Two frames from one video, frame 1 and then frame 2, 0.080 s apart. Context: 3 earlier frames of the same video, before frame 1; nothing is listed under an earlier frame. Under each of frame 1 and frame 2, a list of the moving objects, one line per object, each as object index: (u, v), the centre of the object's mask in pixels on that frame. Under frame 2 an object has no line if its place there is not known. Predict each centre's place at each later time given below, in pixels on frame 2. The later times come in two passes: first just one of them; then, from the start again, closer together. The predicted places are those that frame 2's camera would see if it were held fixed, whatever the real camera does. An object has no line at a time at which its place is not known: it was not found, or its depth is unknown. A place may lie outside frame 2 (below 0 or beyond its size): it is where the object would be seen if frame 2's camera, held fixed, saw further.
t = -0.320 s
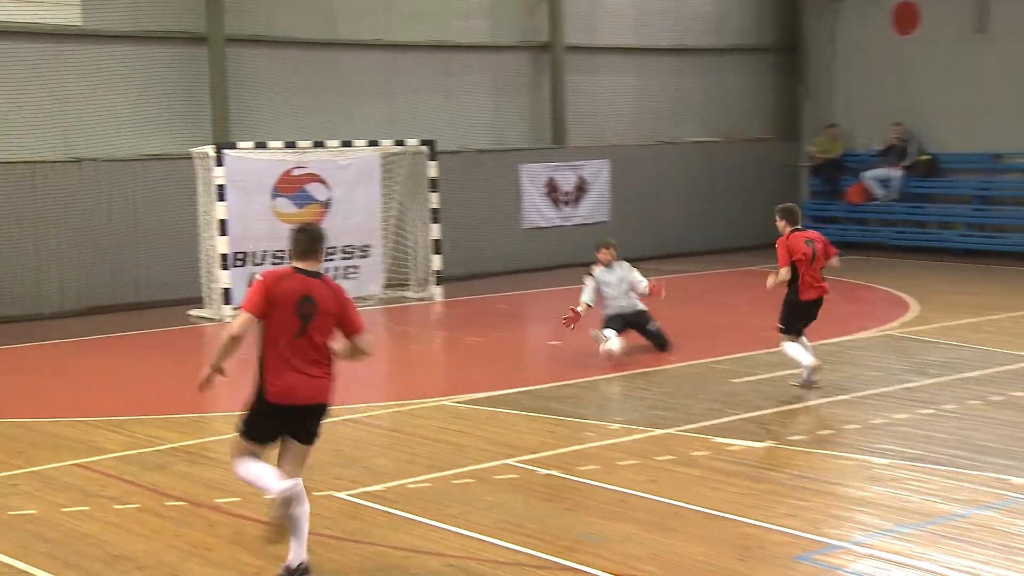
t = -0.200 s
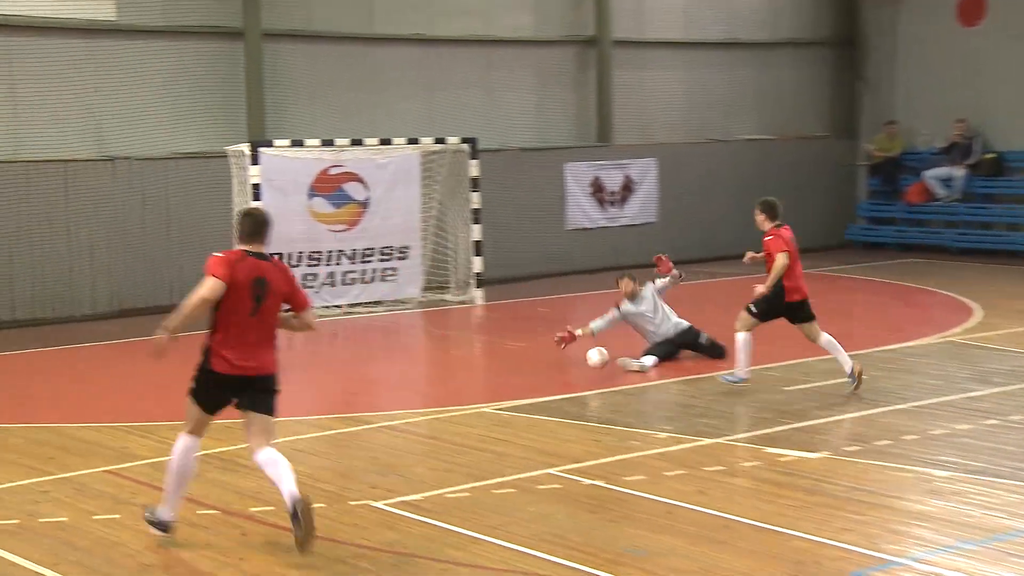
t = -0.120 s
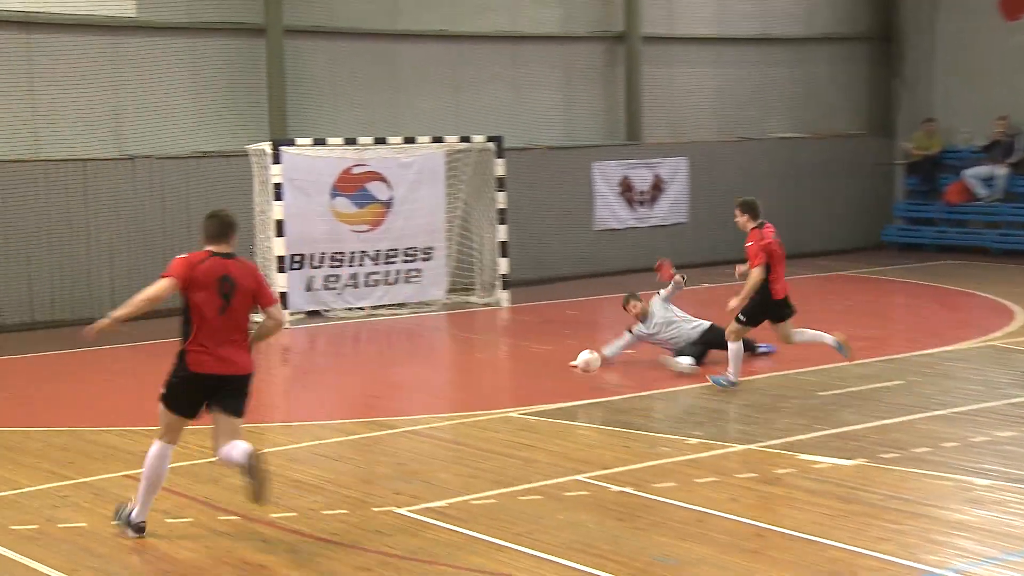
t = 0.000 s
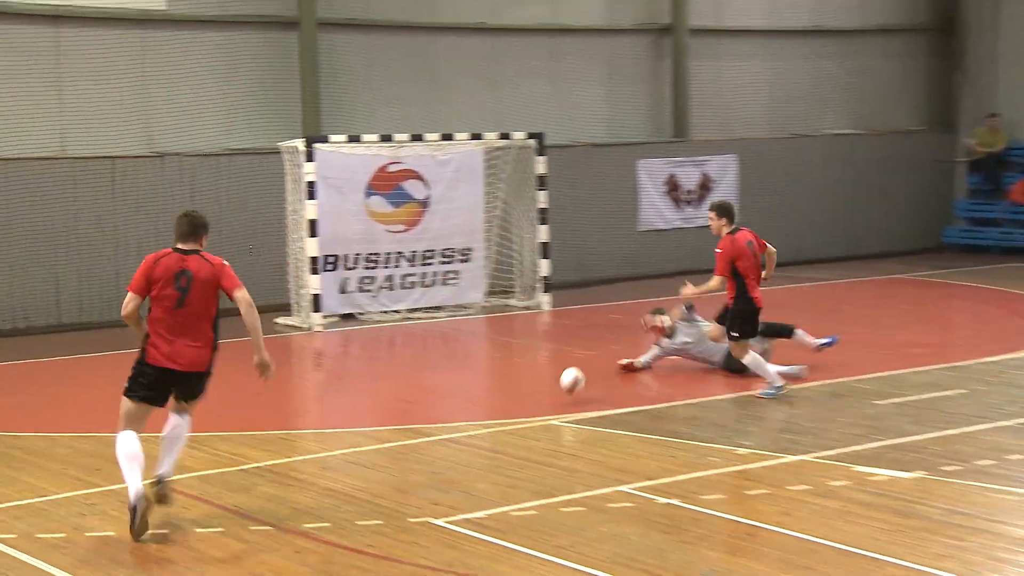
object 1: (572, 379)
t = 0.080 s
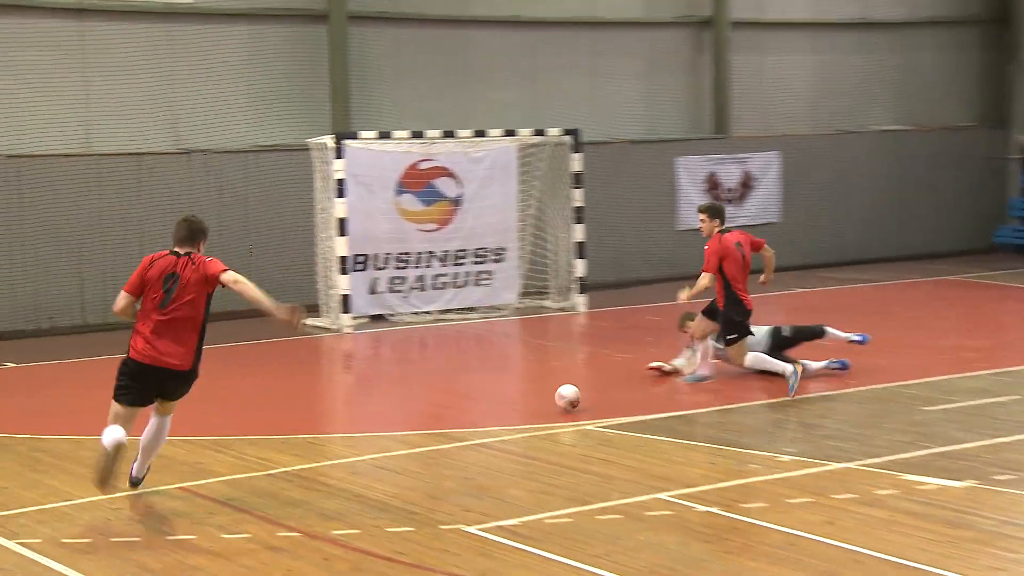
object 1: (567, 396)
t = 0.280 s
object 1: (482, 407)
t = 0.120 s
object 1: (551, 396)
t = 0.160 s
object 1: (534, 396)
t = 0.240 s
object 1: (500, 403)
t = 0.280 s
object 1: (482, 407)
